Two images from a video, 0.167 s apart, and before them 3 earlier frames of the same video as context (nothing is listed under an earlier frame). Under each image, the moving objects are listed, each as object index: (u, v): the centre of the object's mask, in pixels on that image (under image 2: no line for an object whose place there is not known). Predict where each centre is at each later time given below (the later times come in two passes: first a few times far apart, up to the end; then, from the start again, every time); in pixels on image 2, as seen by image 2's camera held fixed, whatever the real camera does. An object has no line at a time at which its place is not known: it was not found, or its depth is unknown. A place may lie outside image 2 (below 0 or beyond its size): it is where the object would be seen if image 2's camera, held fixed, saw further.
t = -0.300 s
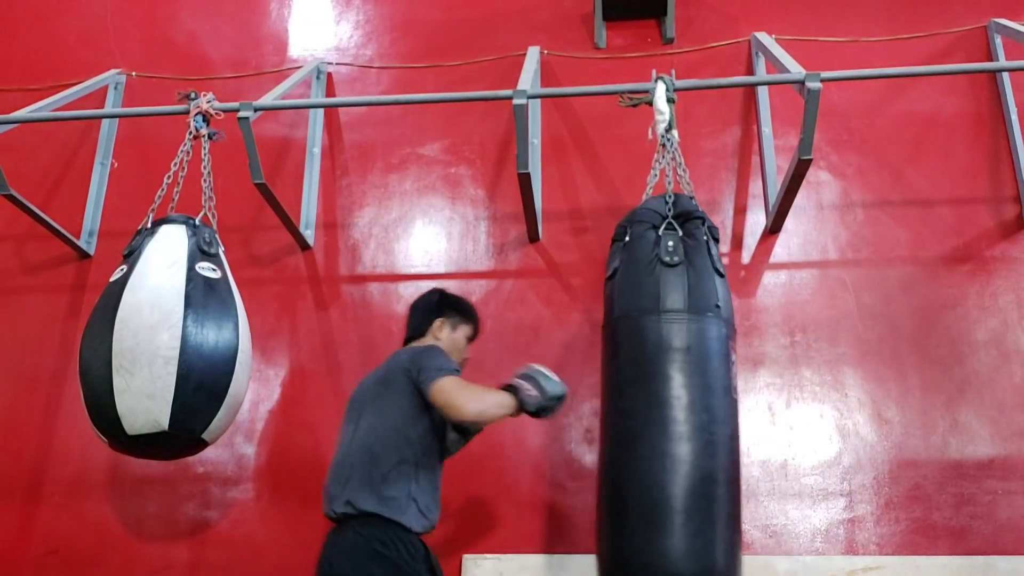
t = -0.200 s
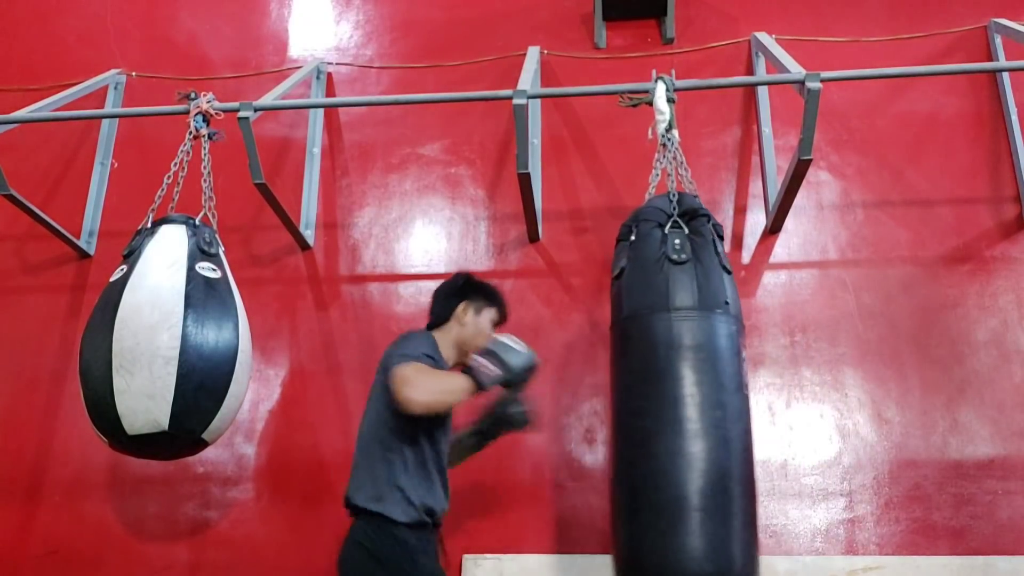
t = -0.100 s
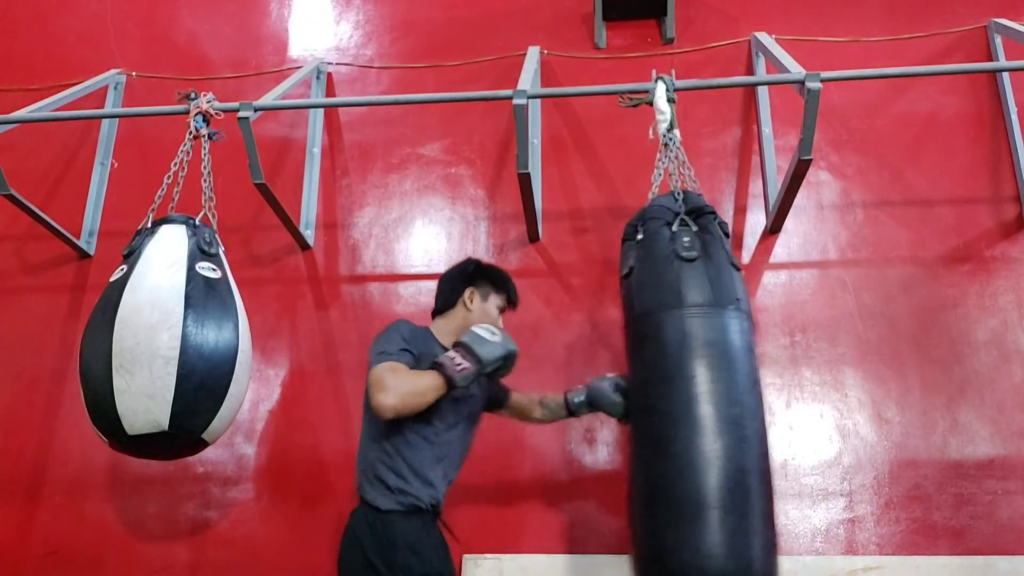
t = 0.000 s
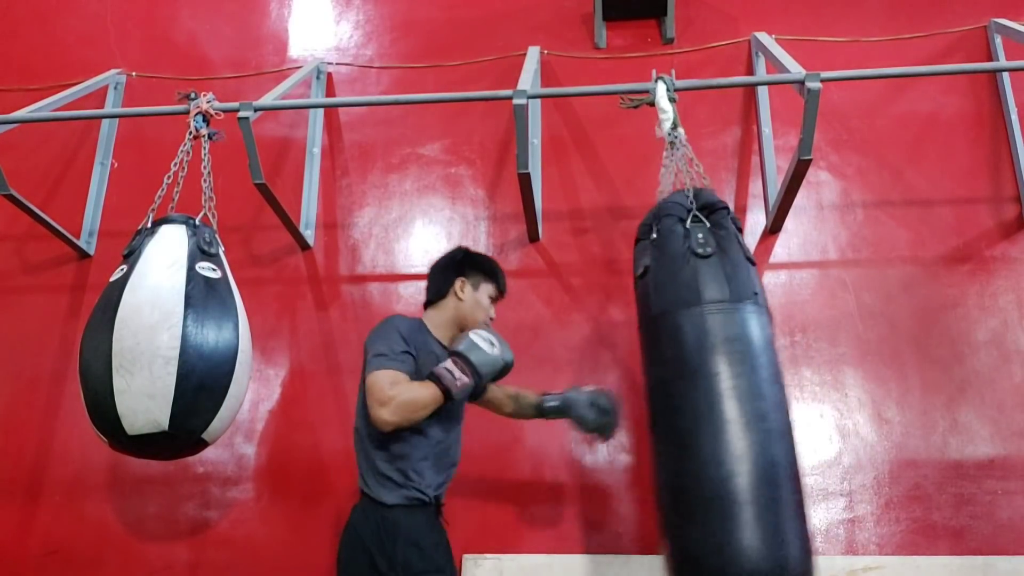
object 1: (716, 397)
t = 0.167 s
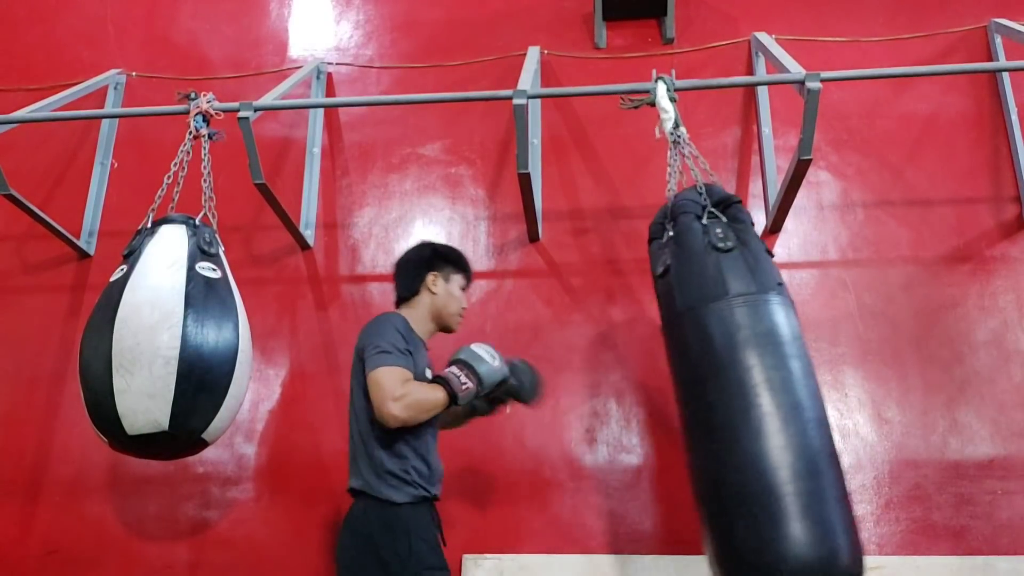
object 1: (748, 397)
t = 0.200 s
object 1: (752, 397)
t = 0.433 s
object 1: (768, 397)
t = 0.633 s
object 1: (753, 397)
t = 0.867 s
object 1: (710, 400)
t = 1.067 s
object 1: (668, 401)
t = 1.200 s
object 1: (644, 402)
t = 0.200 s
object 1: (752, 397)
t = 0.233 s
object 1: (756, 397)
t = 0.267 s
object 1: (760, 397)
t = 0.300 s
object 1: (763, 397)
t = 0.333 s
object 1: (766, 397)
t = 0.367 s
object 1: (767, 397)
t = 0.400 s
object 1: (768, 397)
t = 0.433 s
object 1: (768, 397)
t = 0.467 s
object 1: (768, 397)
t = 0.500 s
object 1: (766, 397)
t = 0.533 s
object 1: (764, 397)
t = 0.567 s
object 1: (761, 397)
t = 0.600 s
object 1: (757, 397)
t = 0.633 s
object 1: (753, 397)
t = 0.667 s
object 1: (748, 398)
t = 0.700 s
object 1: (743, 398)
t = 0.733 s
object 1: (737, 398)
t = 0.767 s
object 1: (730, 399)
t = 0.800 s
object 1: (724, 399)
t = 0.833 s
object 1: (717, 399)
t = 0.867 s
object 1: (710, 400)
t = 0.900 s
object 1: (703, 400)
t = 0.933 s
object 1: (696, 401)
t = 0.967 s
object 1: (689, 401)
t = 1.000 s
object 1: (682, 401)
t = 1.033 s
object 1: (675, 401)
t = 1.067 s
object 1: (668, 401)
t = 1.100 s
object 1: (662, 402)
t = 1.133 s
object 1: (656, 402)
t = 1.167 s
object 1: (649, 402)
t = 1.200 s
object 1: (644, 402)
